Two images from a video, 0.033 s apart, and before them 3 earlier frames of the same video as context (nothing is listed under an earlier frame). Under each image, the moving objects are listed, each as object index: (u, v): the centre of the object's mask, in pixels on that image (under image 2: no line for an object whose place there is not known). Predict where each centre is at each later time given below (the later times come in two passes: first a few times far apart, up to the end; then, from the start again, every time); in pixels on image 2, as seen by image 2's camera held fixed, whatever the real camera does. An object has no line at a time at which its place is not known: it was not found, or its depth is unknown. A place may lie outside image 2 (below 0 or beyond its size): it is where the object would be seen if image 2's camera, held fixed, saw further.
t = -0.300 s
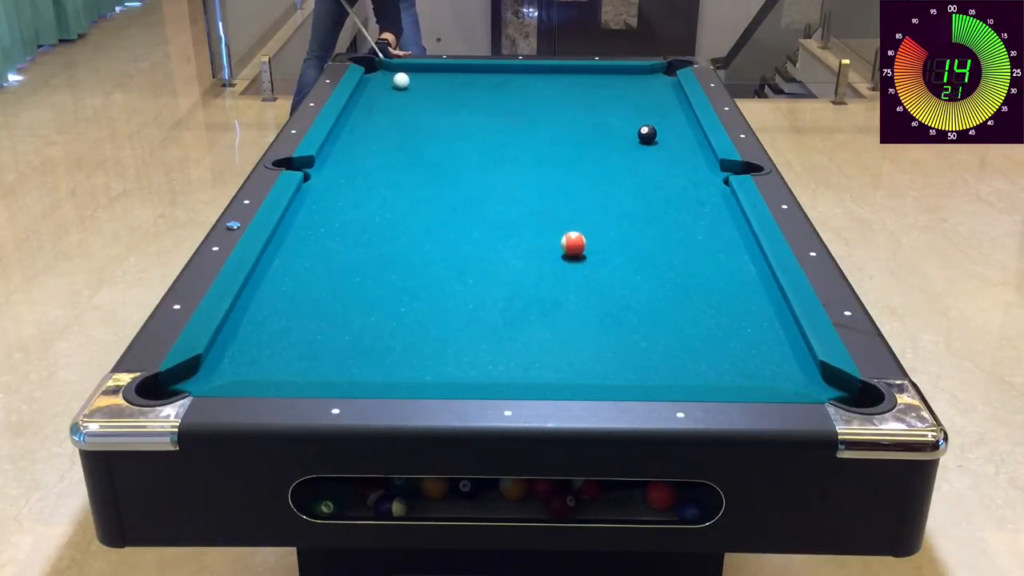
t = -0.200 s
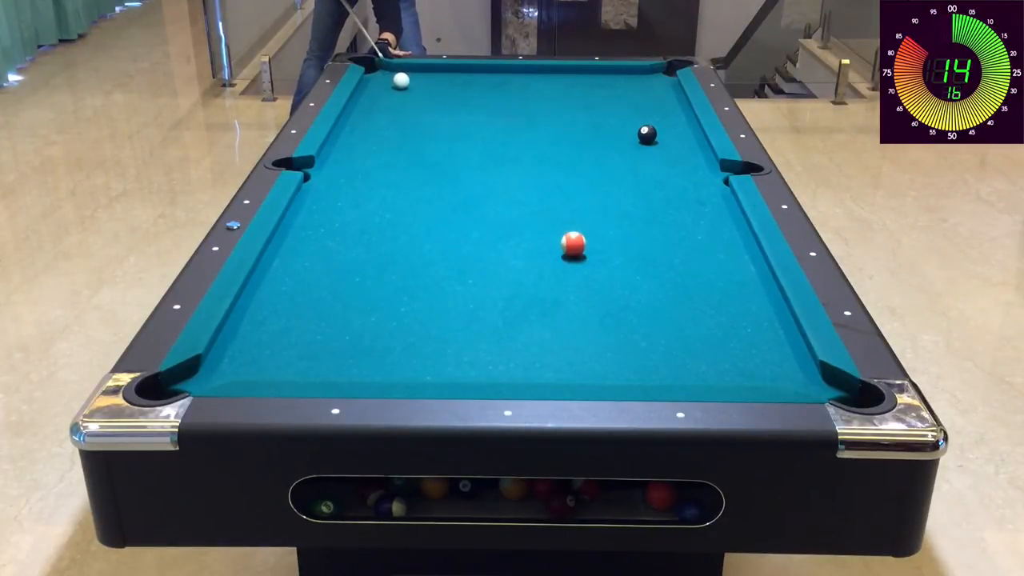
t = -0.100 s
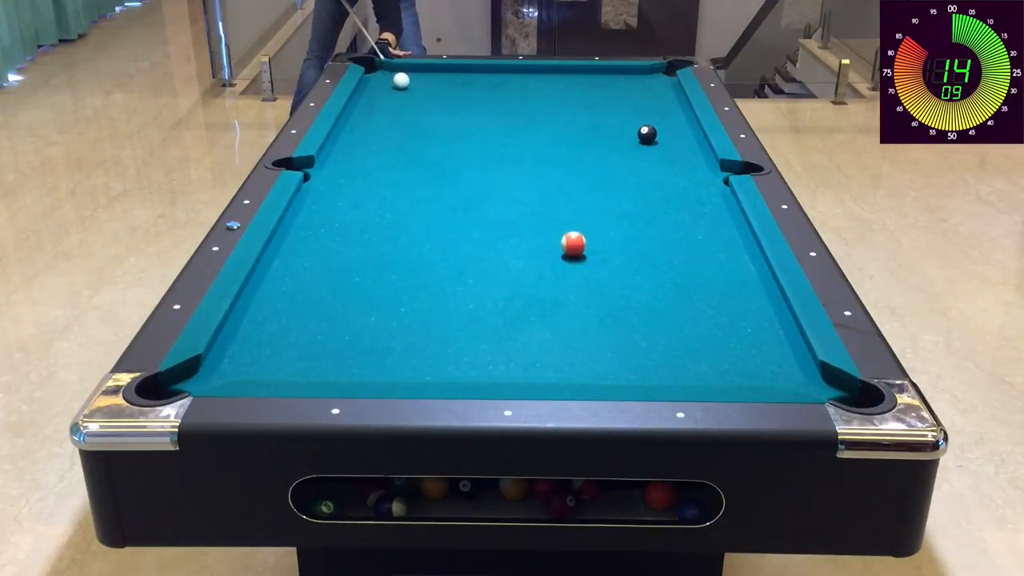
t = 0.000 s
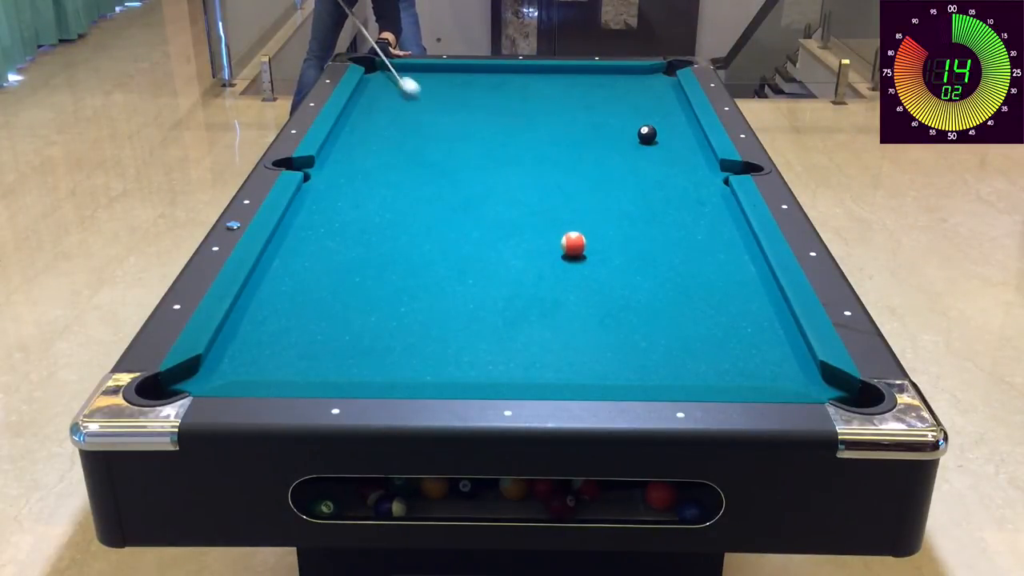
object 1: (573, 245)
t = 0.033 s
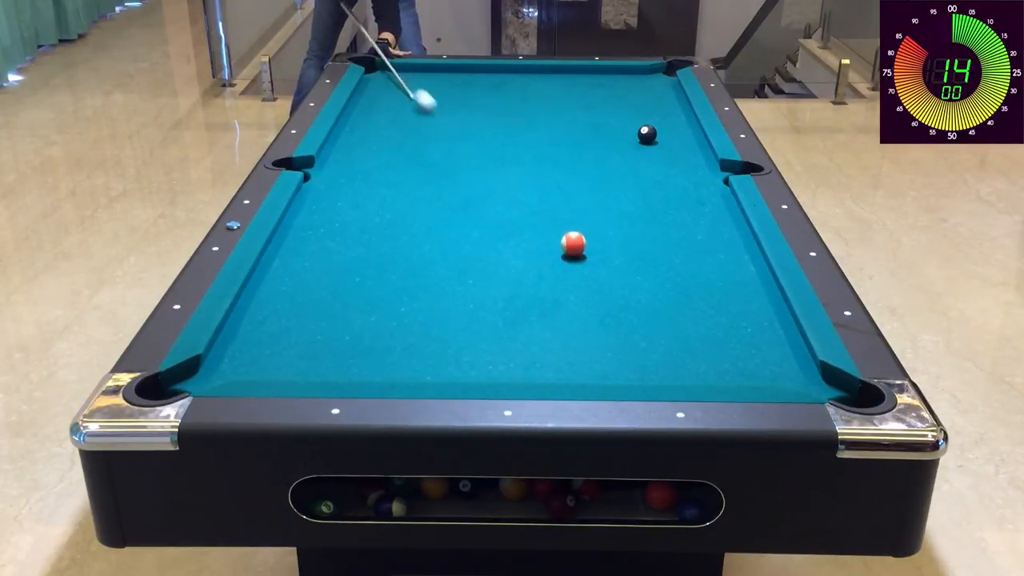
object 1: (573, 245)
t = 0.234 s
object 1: (573, 244)
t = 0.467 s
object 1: (865, 399)
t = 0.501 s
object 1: (858, 401)
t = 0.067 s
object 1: (573, 245)
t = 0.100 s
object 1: (573, 245)
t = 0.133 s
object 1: (573, 245)
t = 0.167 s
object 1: (573, 245)
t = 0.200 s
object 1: (573, 245)
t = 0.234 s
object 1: (573, 244)
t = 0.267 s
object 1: (587, 251)
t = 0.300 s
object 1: (627, 275)
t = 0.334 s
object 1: (669, 302)
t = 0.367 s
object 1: (714, 329)
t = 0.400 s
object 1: (763, 359)
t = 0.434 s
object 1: (819, 386)
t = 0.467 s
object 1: (865, 399)
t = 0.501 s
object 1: (858, 401)
